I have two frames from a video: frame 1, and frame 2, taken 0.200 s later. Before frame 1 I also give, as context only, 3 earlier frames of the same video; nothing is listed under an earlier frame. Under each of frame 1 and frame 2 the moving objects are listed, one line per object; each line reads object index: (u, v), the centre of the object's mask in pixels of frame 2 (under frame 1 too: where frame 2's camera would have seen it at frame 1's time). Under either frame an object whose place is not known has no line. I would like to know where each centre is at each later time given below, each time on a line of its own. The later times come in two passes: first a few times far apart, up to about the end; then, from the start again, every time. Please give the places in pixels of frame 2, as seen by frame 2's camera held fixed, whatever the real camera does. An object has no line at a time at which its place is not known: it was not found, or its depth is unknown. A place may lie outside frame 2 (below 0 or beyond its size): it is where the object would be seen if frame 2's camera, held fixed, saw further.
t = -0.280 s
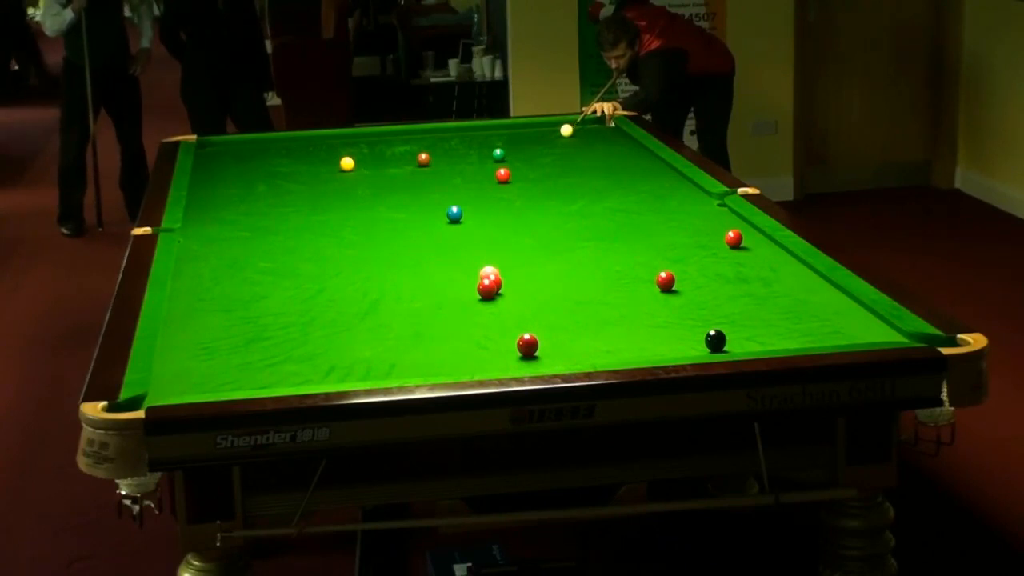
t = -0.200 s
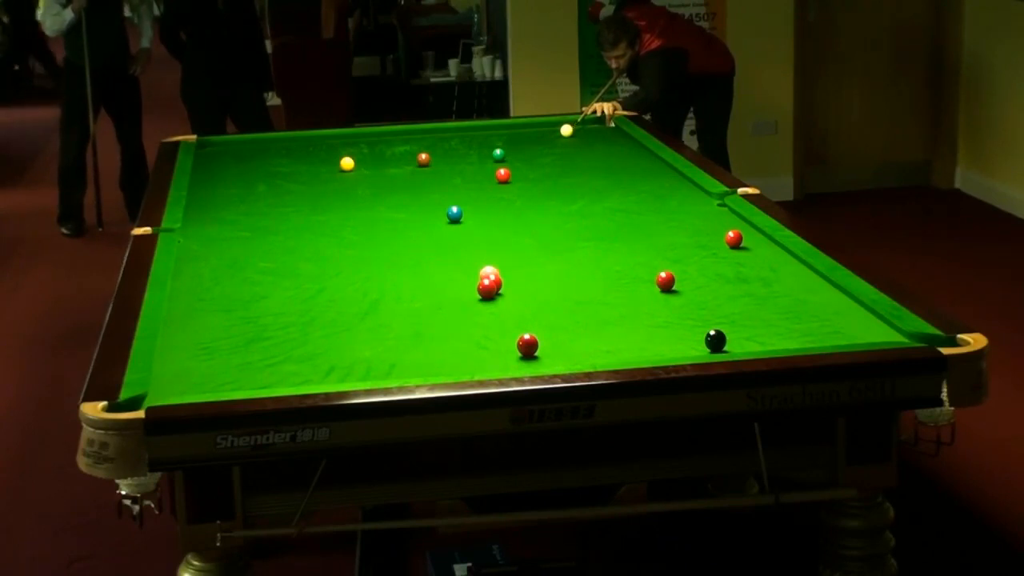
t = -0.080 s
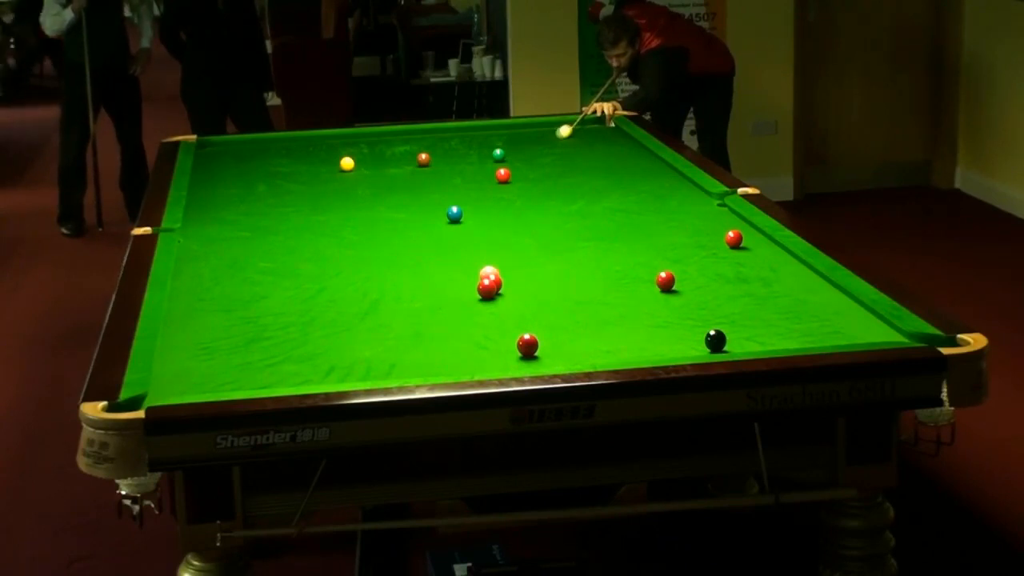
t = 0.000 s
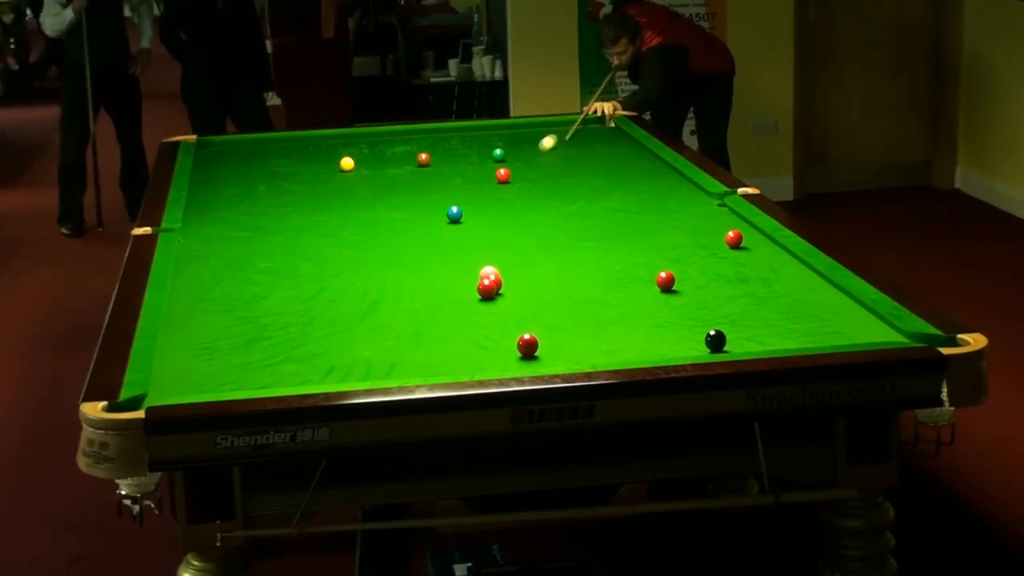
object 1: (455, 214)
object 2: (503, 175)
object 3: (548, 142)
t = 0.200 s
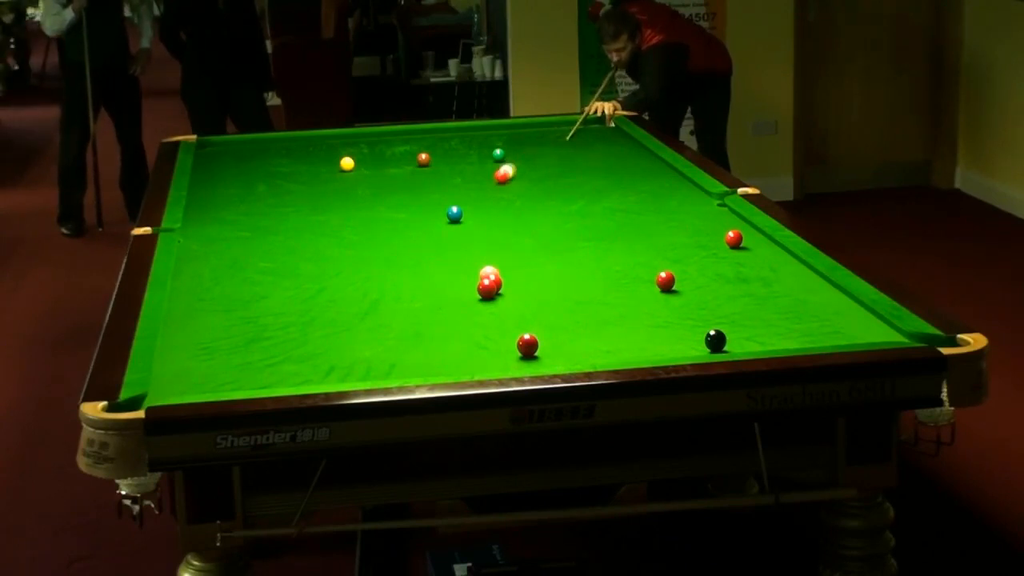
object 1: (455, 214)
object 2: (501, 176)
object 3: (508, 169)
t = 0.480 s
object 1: (448, 221)
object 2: (457, 210)
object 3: (506, 169)
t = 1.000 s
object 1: (381, 288)
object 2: (424, 224)
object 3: (513, 160)
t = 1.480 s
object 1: (308, 361)
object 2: (396, 235)
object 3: (520, 153)
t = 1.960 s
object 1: (234, 360)
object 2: (370, 245)
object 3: (525, 148)
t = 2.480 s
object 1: (174, 321)
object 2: (346, 255)
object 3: (529, 143)
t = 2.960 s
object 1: (203, 293)
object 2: (325, 262)
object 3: (532, 140)
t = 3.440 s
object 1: (227, 268)
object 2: (309, 269)
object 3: (533, 138)
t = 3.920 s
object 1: (246, 249)
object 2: (297, 273)
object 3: (534, 137)
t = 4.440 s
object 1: (262, 232)
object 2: (289, 275)
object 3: (534, 137)
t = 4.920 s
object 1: (273, 219)
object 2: (289, 275)
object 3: (534, 137)
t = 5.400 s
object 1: (283, 209)
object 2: (289, 275)
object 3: (534, 137)
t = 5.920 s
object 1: (291, 200)
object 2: (289, 275)
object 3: (534, 137)
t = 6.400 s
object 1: (297, 194)
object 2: (289, 275)
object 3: (534, 137)
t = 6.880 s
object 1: (301, 189)
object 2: (289, 275)
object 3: (534, 137)
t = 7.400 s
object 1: (305, 186)
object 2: (289, 275)
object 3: (534, 137)
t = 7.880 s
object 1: (307, 184)
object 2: (289, 275)
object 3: (534, 137)
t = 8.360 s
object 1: (307, 183)
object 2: (289, 275)
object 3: (534, 137)
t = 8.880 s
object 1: (307, 183)
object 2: (289, 275)
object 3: (534, 137)
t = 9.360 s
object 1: (307, 183)
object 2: (289, 275)
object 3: (534, 137)
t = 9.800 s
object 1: (307, 183)
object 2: (289, 275)
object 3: (534, 137)
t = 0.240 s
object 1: (455, 214)
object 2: (494, 181)
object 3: (505, 172)
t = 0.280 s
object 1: (454, 214)
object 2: (487, 187)
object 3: (504, 172)
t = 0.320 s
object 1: (454, 214)
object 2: (479, 193)
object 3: (504, 172)
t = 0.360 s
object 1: (454, 214)
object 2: (472, 199)
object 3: (504, 171)
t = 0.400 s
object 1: (454, 214)
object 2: (465, 204)
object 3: (504, 171)
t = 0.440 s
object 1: (453, 215)
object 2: (461, 208)
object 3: (505, 170)
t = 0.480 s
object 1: (448, 221)
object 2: (457, 210)
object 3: (506, 169)
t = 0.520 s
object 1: (442, 226)
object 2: (454, 211)
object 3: (506, 169)
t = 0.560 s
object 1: (437, 232)
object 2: (451, 212)
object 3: (507, 168)
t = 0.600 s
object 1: (432, 237)
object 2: (449, 213)
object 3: (507, 167)
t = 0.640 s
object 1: (426, 242)
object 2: (446, 214)
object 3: (508, 166)
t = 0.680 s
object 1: (421, 248)
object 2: (444, 216)
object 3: (509, 166)
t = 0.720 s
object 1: (416, 252)
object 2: (441, 217)
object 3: (509, 165)
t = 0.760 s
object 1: (411, 258)
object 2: (439, 217)
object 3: (510, 164)
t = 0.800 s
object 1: (406, 263)
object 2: (436, 219)
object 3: (510, 164)
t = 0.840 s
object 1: (401, 268)
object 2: (434, 220)
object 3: (511, 163)
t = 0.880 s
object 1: (396, 272)
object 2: (432, 221)
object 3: (511, 162)
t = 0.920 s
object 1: (391, 278)
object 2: (429, 222)
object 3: (512, 161)
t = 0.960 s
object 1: (386, 283)
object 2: (427, 223)
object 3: (513, 161)
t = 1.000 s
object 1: (381, 288)
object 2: (424, 224)
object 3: (513, 160)
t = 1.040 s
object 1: (375, 293)
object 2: (422, 225)
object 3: (514, 160)
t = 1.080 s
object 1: (370, 299)
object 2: (419, 226)
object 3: (514, 159)
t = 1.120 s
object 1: (364, 305)
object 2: (417, 227)
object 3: (515, 158)
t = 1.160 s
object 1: (359, 311)
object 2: (415, 228)
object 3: (516, 158)
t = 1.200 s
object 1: (353, 316)
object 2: (412, 229)
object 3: (516, 157)
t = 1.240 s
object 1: (347, 322)
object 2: (410, 230)
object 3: (517, 156)
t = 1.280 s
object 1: (341, 329)
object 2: (408, 231)
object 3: (517, 156)
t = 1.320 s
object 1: (334, 335)
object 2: (405, 232)
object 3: (518, 156)
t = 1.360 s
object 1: (328, 341)
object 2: (403, 232)
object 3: (518, 155)
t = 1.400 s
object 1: (321, 348)
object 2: (401, 233)
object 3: (519, 154)
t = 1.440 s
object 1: (315, 354)
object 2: (399, 234)
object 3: (519, 154)
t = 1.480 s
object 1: (308, 361)
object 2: (396, 235)
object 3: (520, 153)
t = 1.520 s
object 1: (300, 369)
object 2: (394, 236)
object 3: (520, 153)
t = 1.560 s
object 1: (294, 374)
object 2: (392, 237)
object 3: (521, 152)
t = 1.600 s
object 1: (286, 378)
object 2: (390, 238)
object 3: (521, 152)
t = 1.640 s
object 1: (279, 382)
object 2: (387, 239)
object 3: (522, 151)
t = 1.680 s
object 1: (271, 382)
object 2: (385, 240)
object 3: (522, 151)
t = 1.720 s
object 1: (266, 379)
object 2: (383, 241)
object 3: (522, 150)
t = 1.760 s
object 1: (260, 377)
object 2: (381, 241)
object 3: (523, 150)
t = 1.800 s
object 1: (255, 373)
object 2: (379, 242)
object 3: (524, 149)
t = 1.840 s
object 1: (250, 370)
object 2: (377, 243)
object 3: (524, 149)
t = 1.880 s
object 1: (244, 367)
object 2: (374, 244)
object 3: (524, 148)
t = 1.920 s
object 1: (239, 363)
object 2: (373, 245)
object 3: (525, 148)
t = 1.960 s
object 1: (234, 360)
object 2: (370, 245)
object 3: (525, 148)
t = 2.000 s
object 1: (229, 356)
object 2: (368, 246)
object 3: (525, 147)
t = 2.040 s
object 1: (224, 353)
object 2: (366, 247)
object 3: (526, 147)
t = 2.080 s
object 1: (219, 350)
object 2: (365, 248)
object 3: (526, 147)
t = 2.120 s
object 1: (214, 347)
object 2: (363, 249)
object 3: (526, 146)
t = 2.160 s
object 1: (210, 344)
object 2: (361, 249)
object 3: (527, 146)
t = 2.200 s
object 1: (205, 341)
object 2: (359, 250)
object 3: (527, 145)
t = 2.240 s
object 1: (200, 338)
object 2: (357, 251)
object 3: (527, 145)
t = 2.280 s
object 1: (196, 335)
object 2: (355, 251)
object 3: (528, 145)
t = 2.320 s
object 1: (191, 332)
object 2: (353, 252)
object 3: (528, 144)
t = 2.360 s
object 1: (187, 330)
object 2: (351, 253)
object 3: (528, 144)
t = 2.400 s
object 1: (182, 326)
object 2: (349, 253)
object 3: (529, 144)
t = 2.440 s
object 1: (178, 324)
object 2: (348, 254)
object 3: (529, 143)
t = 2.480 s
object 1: (174, 321)
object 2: (346, 255)
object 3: (529, 143)
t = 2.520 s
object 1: (175, 319)
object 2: (344, 255)
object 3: (529, 143)
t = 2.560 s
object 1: (178, 316)
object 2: (342, 256)
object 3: (530, 143)
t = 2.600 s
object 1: (181, 314)
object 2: (340, 257)
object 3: (530, 142)
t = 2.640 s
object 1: (184, 311)
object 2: (339, 258)
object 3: (530, 142)
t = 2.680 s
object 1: (186, 309)
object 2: (337, 258)
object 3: (531, 142)
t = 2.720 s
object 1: (189, 306)
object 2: (335, 259)
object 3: (531, 141)
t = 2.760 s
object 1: (191, 304)
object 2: (333, 259)
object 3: (531, 141)
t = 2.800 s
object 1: (194, 302)
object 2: (332, 260)
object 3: (531, 141)
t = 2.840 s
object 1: (197, 299)
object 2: (330, 261)
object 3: (531, 141)
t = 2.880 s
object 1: (199, 297)
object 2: (329, 261)
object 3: (531, 140)
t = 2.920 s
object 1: (201, 295)
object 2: (327, 262)
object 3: (532, 140)
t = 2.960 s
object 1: (203, 293)
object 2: (325, 262)
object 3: (532, 140)
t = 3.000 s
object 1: (205, 290)
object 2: (324, 263)
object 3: (532, 140)
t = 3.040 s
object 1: (208, 288)
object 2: (322, 264)
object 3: (532, 140)
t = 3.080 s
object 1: (210, 286)
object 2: (321, 264)
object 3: (532, 139)
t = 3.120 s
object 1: (212, 284)
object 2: (319, 265)
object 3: (532, 139)
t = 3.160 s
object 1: (214, 282)
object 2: (318, 265)
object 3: (533, 139)
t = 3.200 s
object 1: (216, 280)
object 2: (316, 265)
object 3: (533, 139)
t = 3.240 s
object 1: (218, 278)
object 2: (315, 266)
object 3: (533, 139)
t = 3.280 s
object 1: (220, 276)
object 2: (314, 266)
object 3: (533, 139)
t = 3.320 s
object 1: (222, 274)
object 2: (313, 267)
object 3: (533, 138)
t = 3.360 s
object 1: (224, 272)
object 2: (311, 267)
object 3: (533, 138)
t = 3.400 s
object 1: (226, 270)
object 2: (310, 268)
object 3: (533, 138)
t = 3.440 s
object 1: (227, 268)
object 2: (309, 269)
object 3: (533, 138)
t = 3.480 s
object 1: (229, 267)
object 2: (307, 269)
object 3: (534, 138)
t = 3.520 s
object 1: (231, 265)
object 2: (306, 269)
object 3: (534, 138)
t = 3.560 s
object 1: (233, 263)
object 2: (305, 270)
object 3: (534, 138)
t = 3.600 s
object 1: (234, 262)
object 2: (304, 270)
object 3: (534, 137)
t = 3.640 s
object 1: (236, 260)
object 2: (303, 270)
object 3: (534, 137)
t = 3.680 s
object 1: (237, 258)
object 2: (302, 271)
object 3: (534, 137)
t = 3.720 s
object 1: (239, 257)
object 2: (301, 271)
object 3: (534, 137)
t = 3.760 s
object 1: (240, 255)
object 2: (300, 271)
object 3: (534, 137)
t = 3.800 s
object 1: (242, 254)
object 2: (299, 272)
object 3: (534, 137)
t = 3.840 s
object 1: (243, 252)
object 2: (299, 272)
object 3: (534, 137)
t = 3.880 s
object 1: (245, 251)
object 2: (298, 272)
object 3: (534, 137)
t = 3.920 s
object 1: (246, 249)
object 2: (297, 273)
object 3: (534, 137)
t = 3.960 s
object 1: (248, 248)
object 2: (296, 273)
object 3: (534, 137)
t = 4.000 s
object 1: (249, 246)
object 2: (295, 273)
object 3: (534, 137)
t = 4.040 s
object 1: (250, 245)
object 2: (294, 273)
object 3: (534, 137)
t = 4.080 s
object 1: (252, 244)
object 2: (294, 274)
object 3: (534, 137)
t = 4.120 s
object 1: (253, 242)
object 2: (293, 274)
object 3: (534, 137)
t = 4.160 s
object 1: (254, 241)
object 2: (293, 274)
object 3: (534, 137)
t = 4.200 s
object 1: (255, 239)
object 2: (292, 274)
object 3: (534, 137)
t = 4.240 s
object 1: (256, 238)
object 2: (292, 274)
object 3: (534, 137)
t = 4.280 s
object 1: (258, 237)
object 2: (291, 275)
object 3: (534, 137)
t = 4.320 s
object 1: (259, 236)
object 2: (291, 275)
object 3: (534, 137)
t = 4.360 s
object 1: (260, 234)
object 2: (290, 275)
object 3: (534, 137)
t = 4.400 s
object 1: (261, 233)
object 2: (290, 275)
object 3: (534, 137)
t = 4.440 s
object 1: (262, 232)
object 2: (289, 275)
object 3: (534, 137)
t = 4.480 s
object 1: (263, 231)
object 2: (289, 275)
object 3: (534, 137)
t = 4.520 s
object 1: (264, 230)
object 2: (289, 275)
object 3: (534, 137)
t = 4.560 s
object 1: (265, 229)
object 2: (289, 275)
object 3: (534, 137)
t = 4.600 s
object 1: (266, 228)
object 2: (288, 275)
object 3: (534, 137)
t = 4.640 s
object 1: (267, 227)
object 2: (288, 275)
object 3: (534, 137)
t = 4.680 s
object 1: (268, 225)
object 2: (288, 275)
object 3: (534, 137)
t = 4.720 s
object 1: (269, 224)
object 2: (288, 275)
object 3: (534, 137)
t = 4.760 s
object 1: (270, 223)
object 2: (288, 275)
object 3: (534, 137)
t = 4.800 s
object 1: (271, 222)
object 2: (289, 275)
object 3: (534, 137)
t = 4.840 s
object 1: (272, 221)
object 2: (289, 275)
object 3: (534, 137)
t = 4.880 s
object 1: (273, 220)
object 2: (289, 275)
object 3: (534, 137)
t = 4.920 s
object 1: (273, 219)
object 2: (289, 275)
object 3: (534, 137)
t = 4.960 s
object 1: (274, 218)
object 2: (289, 275)
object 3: (534, 137)
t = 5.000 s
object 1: (275, 217)
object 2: (289, 275)
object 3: (534, 137)
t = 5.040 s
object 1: (276, 216)
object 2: (289, 275)
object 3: (534, 137)
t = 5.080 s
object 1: (277, 216)
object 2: (289, 275)
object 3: (534, 137)
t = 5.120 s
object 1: (277, 215)
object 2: (289, 275)
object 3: (534, 137)
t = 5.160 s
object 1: (278, 214)
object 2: (289, 275)
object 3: (534, 137)
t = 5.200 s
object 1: (279, 213)
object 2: (289, 275)
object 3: (534, 137)
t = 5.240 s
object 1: (280, 212)
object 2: (289, 275)
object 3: (534, 137)
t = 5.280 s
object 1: (281, 211)
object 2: (289, 275)
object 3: (534, 137)
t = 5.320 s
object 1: (281, 211)
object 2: (289, 275)
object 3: (534, 137)
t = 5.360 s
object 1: (282, 210)
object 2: (289, 275)
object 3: (534, 137)
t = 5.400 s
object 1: (283, 209)
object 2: (289, 275)
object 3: (534, 137)
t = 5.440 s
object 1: (284, 208)
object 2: (289, 275)
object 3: (534, 137)
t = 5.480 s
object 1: (284, 208)
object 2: (289, 275)
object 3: (534, 137)
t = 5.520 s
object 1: (285, 207)
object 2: (289, 275)
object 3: (534, 137)
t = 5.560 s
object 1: (286, 206)
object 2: (289, 275)
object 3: (534, 137)
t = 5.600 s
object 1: (286, 205)
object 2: (289, 275)
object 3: (534, 137)
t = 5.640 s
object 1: (287, 205)
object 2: (289, 275)
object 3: (534, 137)
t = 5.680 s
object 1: (287, 204)
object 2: (289, 275)
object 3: (534, 137)
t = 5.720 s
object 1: (288, 203)
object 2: (289, 275)
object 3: (534, 137)
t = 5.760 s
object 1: (289, 203)
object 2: (289, 275)
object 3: (534, 137)
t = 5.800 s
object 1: (290, 202)
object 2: (289, 275)
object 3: (534, 137)
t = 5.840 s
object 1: (290, 202)
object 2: (289, 275)
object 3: (534, 137)
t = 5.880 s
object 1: (291, 201)
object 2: (289, 275)
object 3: (534, 137)
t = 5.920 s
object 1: (291, 200)
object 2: (289, 275)
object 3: (534, 137)
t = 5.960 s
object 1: (292, 200)
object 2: (289, 275)
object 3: (534, 137)
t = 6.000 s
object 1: (292, 199)
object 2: (289, 275)
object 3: (534, 137)
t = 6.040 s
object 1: (293, 199)
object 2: (289, 275)
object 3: (534, 137)
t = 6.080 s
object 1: (293, 198)
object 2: (289, 275)
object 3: (534, 137)
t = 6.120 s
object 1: (294, 197)
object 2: (289, 275)
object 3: (534, 137)
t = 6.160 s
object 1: (294, 197)
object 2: (289, 275)
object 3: (534, 137)
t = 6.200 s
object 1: (295, 196)
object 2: (289, 275)
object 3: (534, 137)
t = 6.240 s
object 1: (295, 196)
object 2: (289, 275)
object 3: (534, 137)
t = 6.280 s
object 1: (296, 195)
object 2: (289, 275)
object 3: (534, 137)
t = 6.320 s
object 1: (296, 195)
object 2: (289, 275)
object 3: (534, 137)
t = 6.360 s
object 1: (297, 194)
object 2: (289, 275)
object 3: (534, 137)
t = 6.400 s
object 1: (297, 194)
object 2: (289, 275)
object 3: (534, 137)
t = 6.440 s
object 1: (298, 194)
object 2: (289, 275)
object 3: (534, 137)
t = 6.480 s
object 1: (298, 193)
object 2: (289, 275)
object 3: (534, 137)
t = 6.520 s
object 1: (299, 193)
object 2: (289, 275)
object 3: (534, 137)
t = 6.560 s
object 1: (299, 192)
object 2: (289, 275)
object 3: (534, 137)
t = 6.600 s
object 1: (299, 192)
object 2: (289, 275)
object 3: (534, 137)
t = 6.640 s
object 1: (299, 191)
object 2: (289, 275)
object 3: (534, 137)
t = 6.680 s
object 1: (300, 191)
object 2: (289, 275)
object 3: (534, 137)
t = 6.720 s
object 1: (300, 191)
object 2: (289, 275)
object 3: (534, 137)
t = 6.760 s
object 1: (301, 190)
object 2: (289, 275)
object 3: (534, 137)
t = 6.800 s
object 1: (301, 190)
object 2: (289, 275)
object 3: (534, 137)
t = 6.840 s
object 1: (301, 190)
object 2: (289, 275)
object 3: (534, 137)
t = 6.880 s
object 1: (301, 189)
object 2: (289, 275)
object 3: (534, 137)
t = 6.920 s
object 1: (302, 189)
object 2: (289, 275)
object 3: (534, 137)
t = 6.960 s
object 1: (302, 189)
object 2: (289, 275)
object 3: (534, 137)
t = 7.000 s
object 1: (302, 188)
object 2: (289, 275)
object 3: (534, 137)
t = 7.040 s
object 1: (302, 188)
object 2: (289, 275)
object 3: (534, 137)
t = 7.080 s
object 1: (303, 188)
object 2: (289, 275)
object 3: (534, 137)
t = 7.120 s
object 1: (303, 187)
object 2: (289, 275)
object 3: (534, 137)
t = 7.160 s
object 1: (303, 187)
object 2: (289, 275)
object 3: (534, 137)
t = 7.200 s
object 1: (303, 187)
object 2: (289, 275)
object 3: (534, 137)
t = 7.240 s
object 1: (304, 187)
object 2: (289, 275)
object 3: (534, 137)
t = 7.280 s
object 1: (304, 186)
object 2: (289, 275)
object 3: (534, 137)
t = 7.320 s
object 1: (304, 186)
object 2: (289, 275)
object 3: (534, 137)
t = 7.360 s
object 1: (305, 186)
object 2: (289, 275)
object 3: (534, 137)
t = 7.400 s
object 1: (305, 186)
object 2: (289, 275)
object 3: (534, 137)
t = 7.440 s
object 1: (305, 186)
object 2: (289, 275)
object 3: (534, 137)
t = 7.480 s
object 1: (305, 185)
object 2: (289, 275)
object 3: (534, 137)
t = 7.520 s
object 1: (305, 185)
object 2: (289, 275)
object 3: (534, 137)
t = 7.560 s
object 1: (305, 185)
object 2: (289, 275)
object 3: (534, 137)
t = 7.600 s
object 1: (305, 185)
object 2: (289, 275)
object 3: (534, 137)
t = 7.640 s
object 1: (306, 185)
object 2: (289, 275)
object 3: (534, 137)
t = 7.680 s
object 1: (306, 184)
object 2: (289, 275)
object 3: (534, 137)
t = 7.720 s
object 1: (306, 184)
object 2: (289, 275)
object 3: (534, 137)
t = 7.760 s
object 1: (306, 184)
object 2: (289, 275)
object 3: (534, 137)
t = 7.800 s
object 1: (306, 184)
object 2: (289, 275)
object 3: (534, 137)
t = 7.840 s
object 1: (306, 184)
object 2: (289, 275)
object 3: (534, 137)
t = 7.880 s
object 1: (307, 184)
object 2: (289, 275)
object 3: (534, 137)
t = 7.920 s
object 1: (307, 184)
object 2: (289, 275)
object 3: (534, 137)
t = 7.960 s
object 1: (307, 183)
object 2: (289, 275)
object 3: (534, 137)
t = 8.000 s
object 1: (307, 184)
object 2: (289, 275)
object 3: (534, 137)
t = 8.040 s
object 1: (307, 183)
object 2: (289, 275)
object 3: (534, 137)
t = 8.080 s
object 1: (307, 183)
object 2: (289, 275)
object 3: (534, 137)
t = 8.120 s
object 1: (307, 183)
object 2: (289, 275)
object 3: (534, 137)
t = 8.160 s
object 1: (307, 183)
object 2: (289, 275)
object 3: (534, 137)
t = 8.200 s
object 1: (307, 183)
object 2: (289, 275)
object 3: (534, 137)
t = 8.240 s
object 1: (307, 183)
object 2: (289, 275)
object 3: (534, 137)
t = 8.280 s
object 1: (307, 183)
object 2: (289, 275)
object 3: (534, 137)
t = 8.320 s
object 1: (307, 183)
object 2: (289, 275)
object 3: (534, 137)
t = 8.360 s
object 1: (307, 183)
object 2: (289, 275)
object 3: (534, 137)
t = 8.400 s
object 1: (307, 183)
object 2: (289, 275)
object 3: (534, 137)
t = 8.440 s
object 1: (307, 183)
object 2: (289, 275)
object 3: (534, 137)
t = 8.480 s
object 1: (307, 183)
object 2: (289, 275)
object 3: (534, 137)
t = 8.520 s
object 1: (307, 183)
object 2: (289, 275)
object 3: (534, 137)
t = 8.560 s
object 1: (307, 183)
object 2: (289, 275)
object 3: (534, 137)
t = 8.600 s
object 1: (307, 183)
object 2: (289, 275)
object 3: (534, 137)
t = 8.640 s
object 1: (307, 183)
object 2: (289, 275)
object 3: (534, 137)
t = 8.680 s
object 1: (307, 183)
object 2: (289, 275)
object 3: (534, 137)
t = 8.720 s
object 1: (307, 183)
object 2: (289, 275)
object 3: (534, 137)
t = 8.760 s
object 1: (307, 183)
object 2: (289, 275)
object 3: (534, 137)
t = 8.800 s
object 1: (307, 183)
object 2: (289, 275)
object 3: (534, 137)
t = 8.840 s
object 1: (307, 183)
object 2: (289, 275)
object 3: (534, 137)
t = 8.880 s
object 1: (307, 183)
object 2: (289, 275)
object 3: (534, 137)
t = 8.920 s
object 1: (307, 183)
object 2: (289, 275)
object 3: (534, 137)
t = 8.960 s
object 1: (307, 183)
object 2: (289, 275)
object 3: (534, 137)
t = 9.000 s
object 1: (307, 183)
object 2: (289, 275)
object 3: (534, 137)
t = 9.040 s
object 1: (307, 183)
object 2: (289, 275)
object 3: (534, 137)
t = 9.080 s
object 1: (307, 183)
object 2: (289, 275)
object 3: (534, 137)
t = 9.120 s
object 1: (307, 183)
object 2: (289, 275)
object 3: (534, 137)
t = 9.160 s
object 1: (307, 183)
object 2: (289, 275)
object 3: (534, 137)
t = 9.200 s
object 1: (307, 183)
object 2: (289, 275)
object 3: (534, 137)
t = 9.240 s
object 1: (307, 183)
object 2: (289, 275)
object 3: (534, 137)
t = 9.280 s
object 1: (307, 183)
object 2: (289, 275)
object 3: (534, 137)
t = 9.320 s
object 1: (307, 183)
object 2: (289, 275)
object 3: (534, 137)
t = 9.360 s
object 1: (307, 183)
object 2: (289, 275)
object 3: (534, 137)
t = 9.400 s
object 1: (307, 183)
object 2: (289, 275)
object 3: (534, 137)
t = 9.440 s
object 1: (307, 183)
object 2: (289, 275)
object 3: (534, 137)
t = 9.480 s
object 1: (307, 183)
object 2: (289, 275)
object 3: (534, 137)
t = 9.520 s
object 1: (307, 183)
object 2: (289, 275)
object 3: (534, 137)
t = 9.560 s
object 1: (307, 183)
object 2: (289, 275)
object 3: (534, 137)
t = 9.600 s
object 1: (307, 183)
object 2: (289, 275)
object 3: (534, 137)
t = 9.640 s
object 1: (307, 183)
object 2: (289, 275)
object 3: (534, 137)
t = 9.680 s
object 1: (307, 183)
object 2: (289, 275)
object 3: (534, 137)
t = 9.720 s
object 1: (307, 183)
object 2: (289, 275)
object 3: (534, 137)
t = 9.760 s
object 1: (307, 183)
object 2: (289, 275)
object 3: (534, 137)
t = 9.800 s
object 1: (307, 183)
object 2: (289, 275)
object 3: (534, 137)
